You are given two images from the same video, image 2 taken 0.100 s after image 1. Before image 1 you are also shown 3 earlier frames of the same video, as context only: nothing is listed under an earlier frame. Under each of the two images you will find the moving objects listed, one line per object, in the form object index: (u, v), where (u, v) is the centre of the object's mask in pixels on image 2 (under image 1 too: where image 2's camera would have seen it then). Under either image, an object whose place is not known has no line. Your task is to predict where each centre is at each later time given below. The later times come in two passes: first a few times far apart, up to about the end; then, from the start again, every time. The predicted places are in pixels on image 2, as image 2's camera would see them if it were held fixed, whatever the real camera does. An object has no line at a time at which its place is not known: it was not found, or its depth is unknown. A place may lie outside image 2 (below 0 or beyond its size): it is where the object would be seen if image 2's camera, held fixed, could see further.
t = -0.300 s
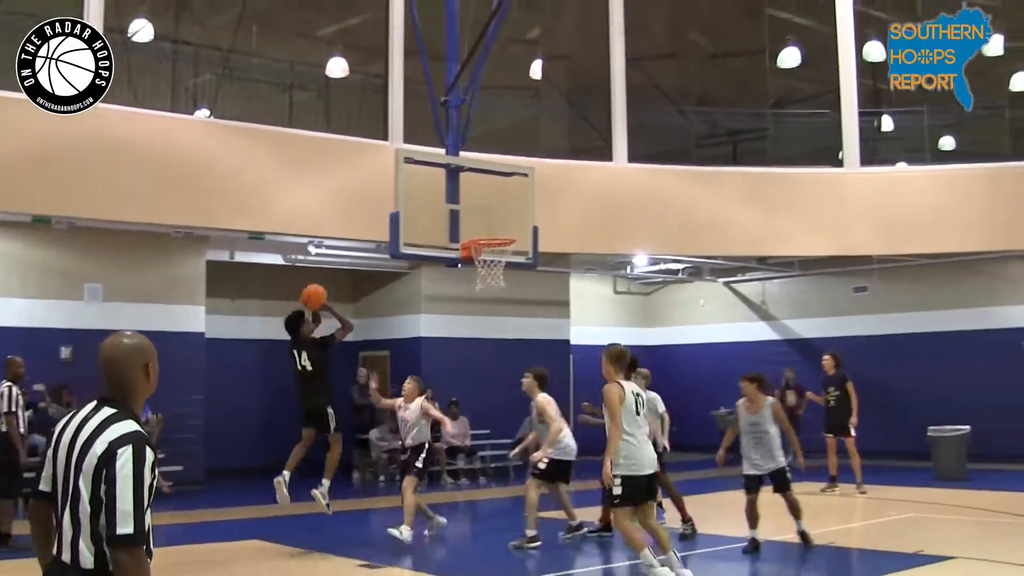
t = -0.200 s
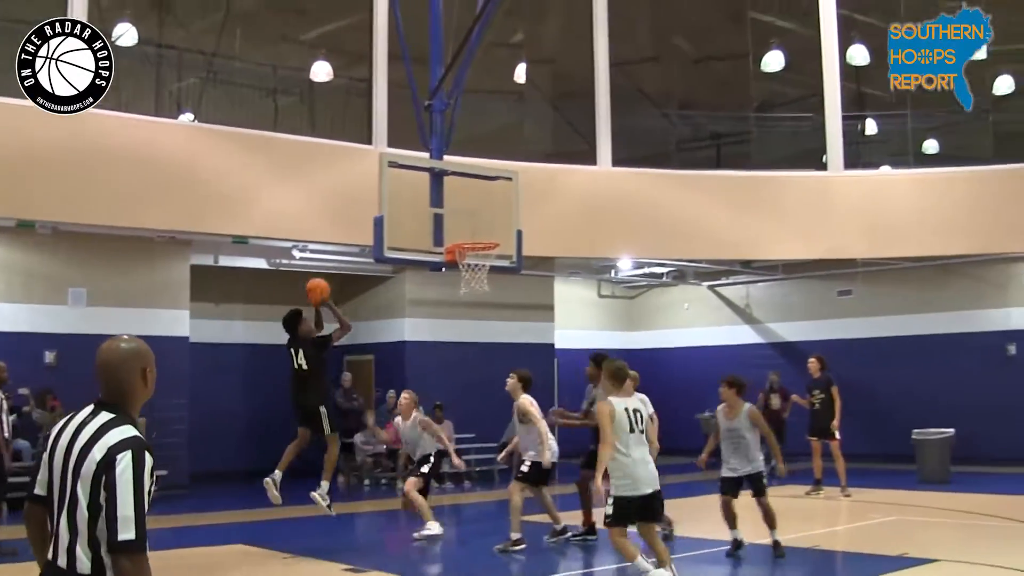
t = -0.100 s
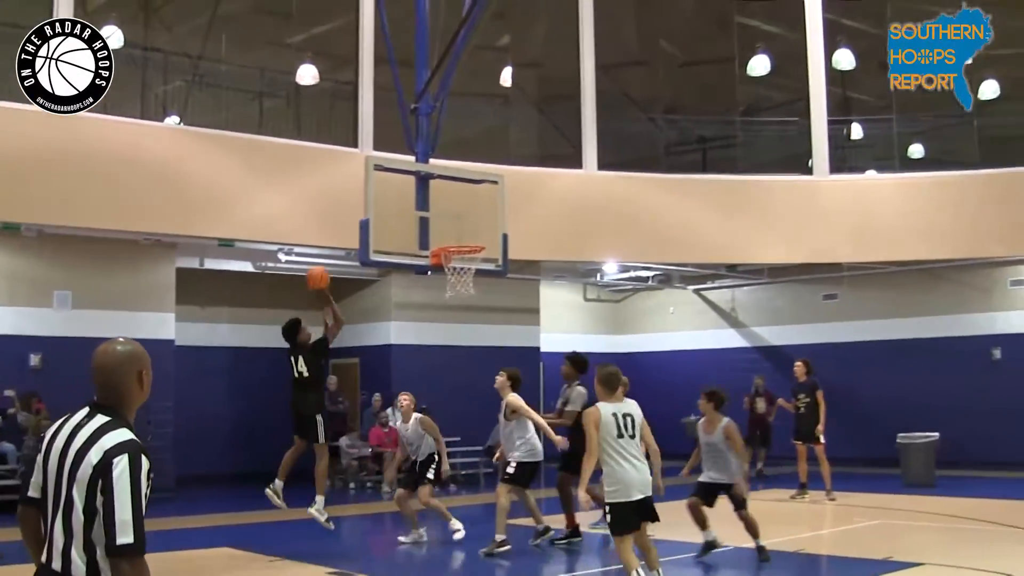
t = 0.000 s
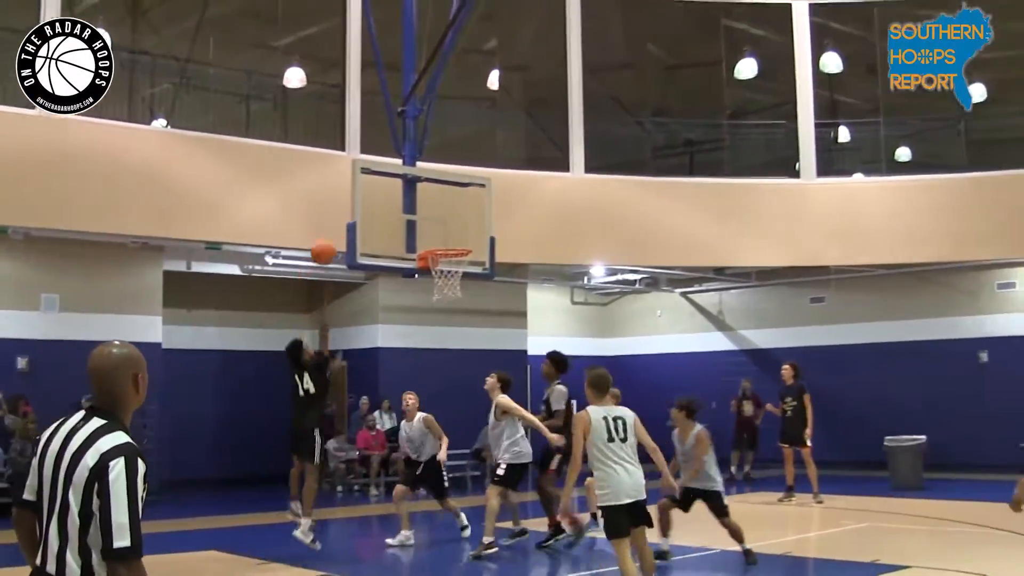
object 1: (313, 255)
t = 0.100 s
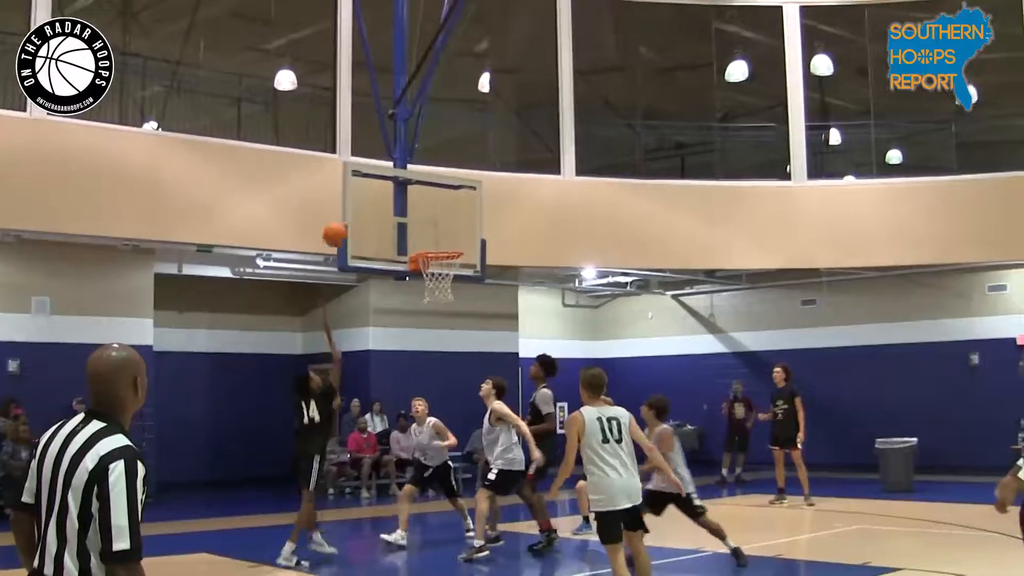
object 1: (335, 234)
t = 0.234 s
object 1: (363, 222)
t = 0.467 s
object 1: (408, 241)
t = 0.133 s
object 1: (342, 229)
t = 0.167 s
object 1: (349, 226)
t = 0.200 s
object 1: (356, 223)
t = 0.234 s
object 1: (363, 222)
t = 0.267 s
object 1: (369, 222)
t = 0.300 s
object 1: (376, 222)
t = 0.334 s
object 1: (383, 224)
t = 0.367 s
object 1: (389, 227)
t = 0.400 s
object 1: (396, 231)
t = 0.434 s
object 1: (402, 236)
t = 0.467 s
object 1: (408, 241)
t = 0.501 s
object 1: (414, 248)
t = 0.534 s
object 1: (410, 251)
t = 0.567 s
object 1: (404, 255)
